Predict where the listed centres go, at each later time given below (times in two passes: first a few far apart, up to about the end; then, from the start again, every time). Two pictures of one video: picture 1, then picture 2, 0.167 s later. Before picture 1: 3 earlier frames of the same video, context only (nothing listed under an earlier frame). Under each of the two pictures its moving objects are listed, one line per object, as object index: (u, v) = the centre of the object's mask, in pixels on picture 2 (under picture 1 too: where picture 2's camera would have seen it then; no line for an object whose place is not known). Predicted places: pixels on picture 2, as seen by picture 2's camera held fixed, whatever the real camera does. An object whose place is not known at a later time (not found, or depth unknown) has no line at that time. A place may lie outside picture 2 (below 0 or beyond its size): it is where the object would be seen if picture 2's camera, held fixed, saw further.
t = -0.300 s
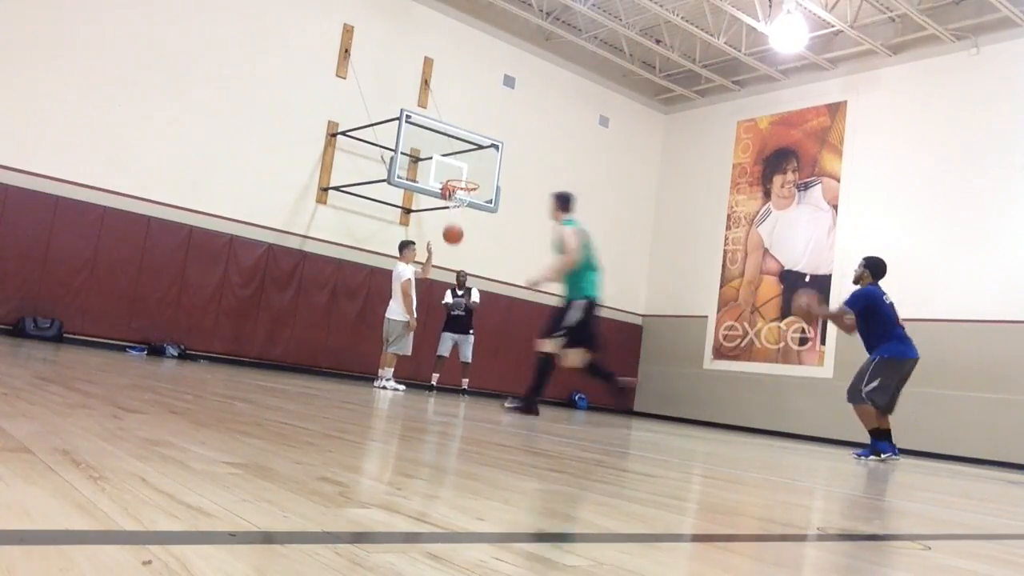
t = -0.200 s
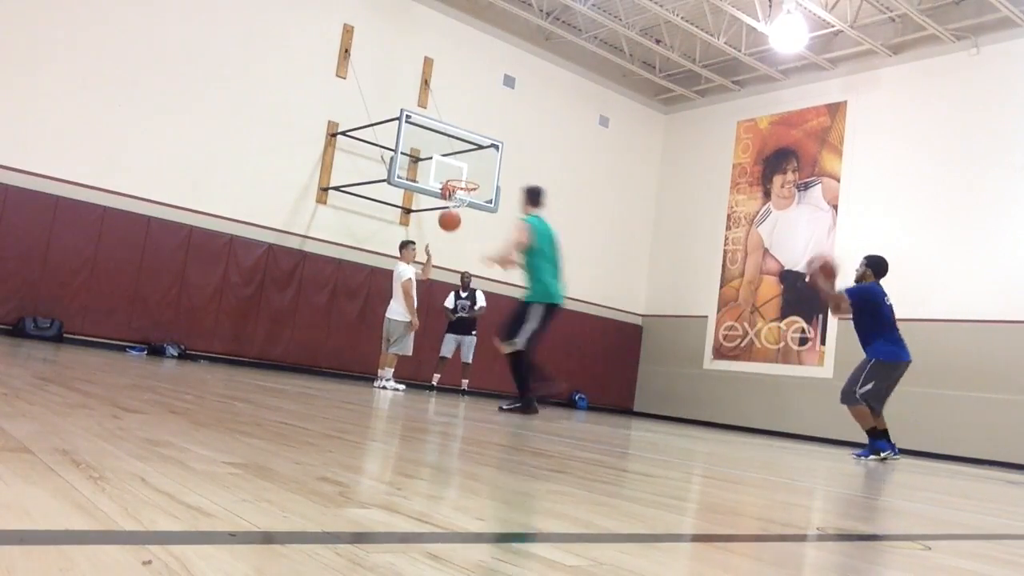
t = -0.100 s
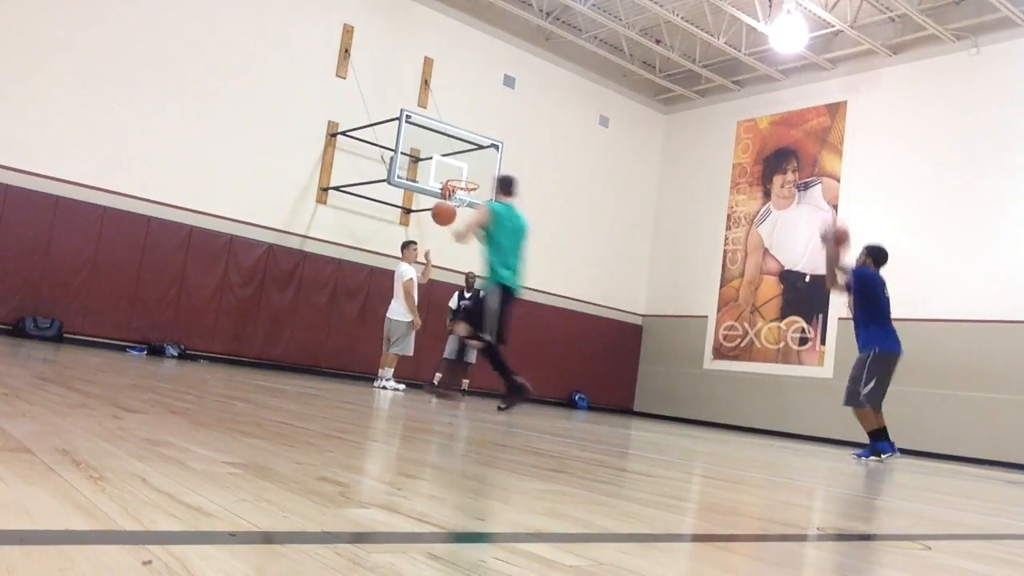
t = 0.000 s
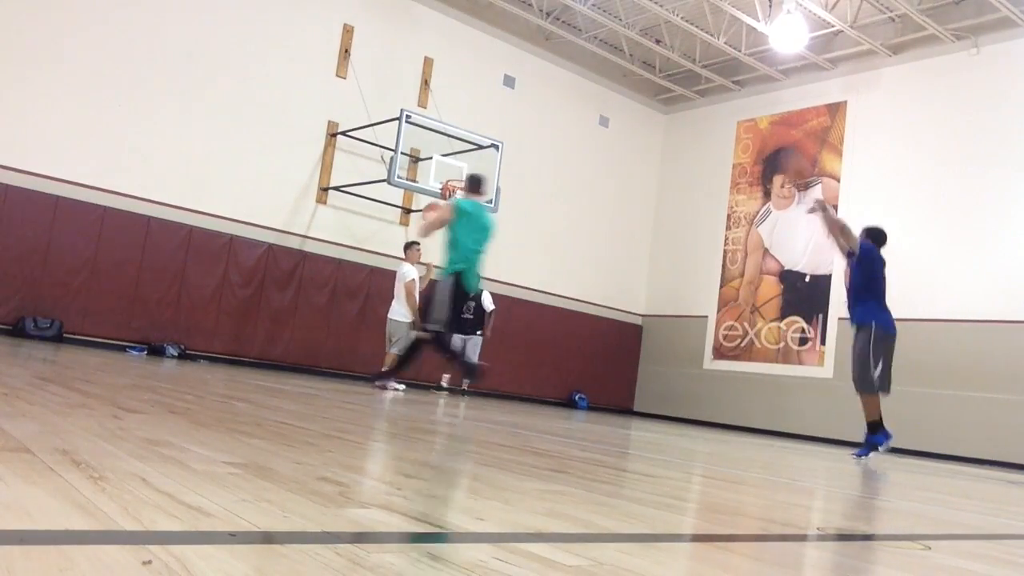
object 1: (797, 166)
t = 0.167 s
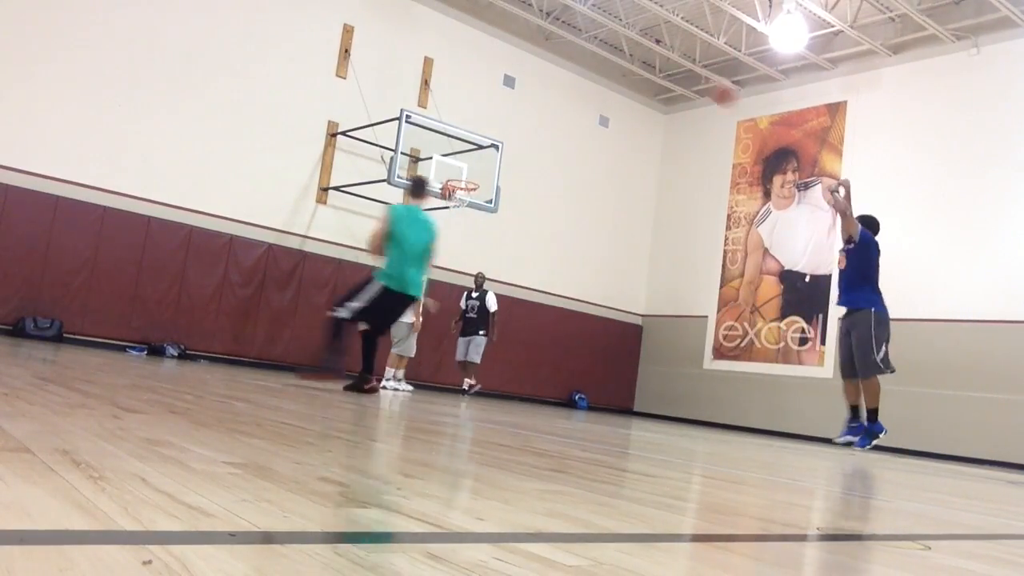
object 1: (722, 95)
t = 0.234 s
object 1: (700, 74)
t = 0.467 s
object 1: (618, 45)
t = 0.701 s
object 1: (551, 62)
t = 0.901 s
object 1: (500, 104)
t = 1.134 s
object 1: (445, 174)
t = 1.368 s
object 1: (461, 140)
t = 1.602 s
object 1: (478, 136)
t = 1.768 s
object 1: (488, 157)
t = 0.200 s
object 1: (711, 83)
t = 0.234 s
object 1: (700, 74)
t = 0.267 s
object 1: (686, 65)
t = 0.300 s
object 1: (674, 59)
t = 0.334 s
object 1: (662, 54)
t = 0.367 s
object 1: (650, 51)
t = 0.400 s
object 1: (640, 49)
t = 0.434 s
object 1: (628, 47)
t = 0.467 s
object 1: (618, 45)
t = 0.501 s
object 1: (607, 45)
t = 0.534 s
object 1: (598, 45)
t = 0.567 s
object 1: (589, 48)
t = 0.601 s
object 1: (578, 51)
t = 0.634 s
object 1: (568, 54)
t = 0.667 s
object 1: (560, 57)
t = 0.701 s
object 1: (551, 62)
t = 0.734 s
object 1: (542, 67)
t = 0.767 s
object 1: (534, 74)
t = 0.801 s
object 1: (526, 81)
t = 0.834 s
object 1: (516, 89)
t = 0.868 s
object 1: (508, 95)
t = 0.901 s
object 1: (500, 104)
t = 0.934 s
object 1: (491, 113)
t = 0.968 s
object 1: (484, 122)
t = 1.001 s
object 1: (476, 131)
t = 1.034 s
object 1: (467, 142)
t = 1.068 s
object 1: (460, 154)
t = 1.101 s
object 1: (452, 166)
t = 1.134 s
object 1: (445, 174)
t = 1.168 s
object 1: (443, 170)
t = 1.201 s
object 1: (447, 163)
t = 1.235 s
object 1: (450, 157)
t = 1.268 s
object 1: (453, 151)
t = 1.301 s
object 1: (455, 146)
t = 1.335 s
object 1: (458, 143)
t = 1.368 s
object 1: (461, 140)
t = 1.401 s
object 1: (464, 137)
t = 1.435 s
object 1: (466, 135)
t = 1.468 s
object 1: (469, 134)
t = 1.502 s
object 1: (471, 133)
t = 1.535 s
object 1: (473, 133)
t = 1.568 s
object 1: (475, 134)
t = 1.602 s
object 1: (478, 136)
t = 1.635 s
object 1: (480, 138)
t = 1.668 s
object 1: (482, 142)
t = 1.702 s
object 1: (484, 147)
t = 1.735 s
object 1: (485, 151)
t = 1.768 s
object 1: (488, 157)
